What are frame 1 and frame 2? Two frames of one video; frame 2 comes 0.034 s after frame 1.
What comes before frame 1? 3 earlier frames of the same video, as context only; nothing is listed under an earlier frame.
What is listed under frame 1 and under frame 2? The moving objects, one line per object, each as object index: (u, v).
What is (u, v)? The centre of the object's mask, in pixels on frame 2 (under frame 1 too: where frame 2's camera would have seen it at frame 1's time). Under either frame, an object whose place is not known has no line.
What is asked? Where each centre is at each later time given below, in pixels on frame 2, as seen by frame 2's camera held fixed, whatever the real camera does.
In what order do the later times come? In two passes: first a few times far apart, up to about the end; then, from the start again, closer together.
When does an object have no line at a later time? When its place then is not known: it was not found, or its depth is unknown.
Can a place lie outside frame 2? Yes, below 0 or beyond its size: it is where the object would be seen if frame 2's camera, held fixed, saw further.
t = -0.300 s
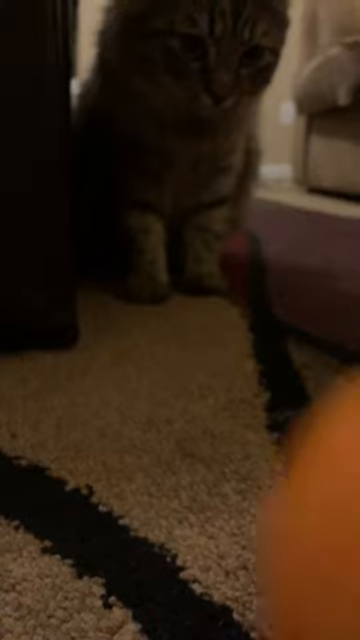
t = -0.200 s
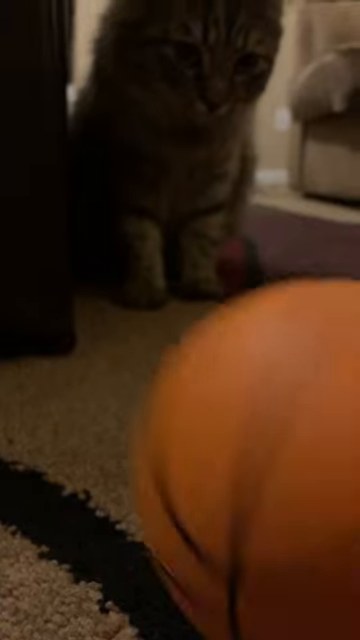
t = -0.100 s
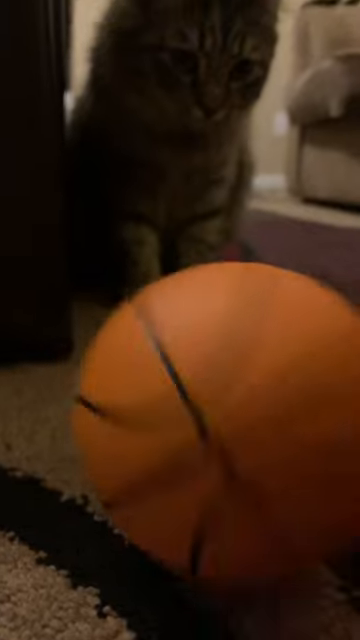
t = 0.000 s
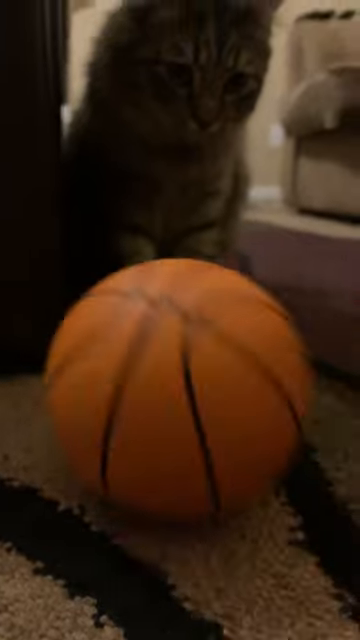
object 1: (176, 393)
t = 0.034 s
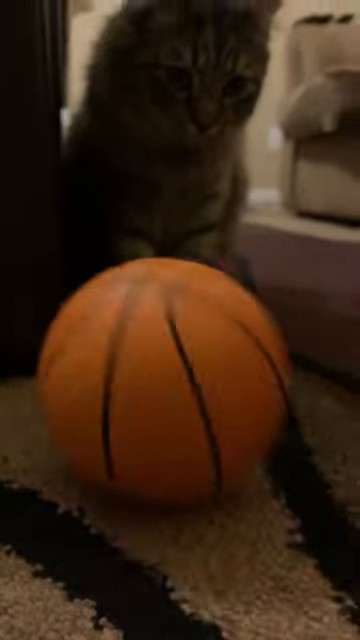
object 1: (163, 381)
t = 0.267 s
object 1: (97, 332)
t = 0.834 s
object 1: (112, 336)
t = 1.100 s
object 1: (110, 338)
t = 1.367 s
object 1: (109, 338)
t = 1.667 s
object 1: (110, 339)
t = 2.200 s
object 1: (111, 340)
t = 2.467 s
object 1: (111, 340)
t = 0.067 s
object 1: (151, 372)
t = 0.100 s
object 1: (139, 363)
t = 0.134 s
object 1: (128, 355)
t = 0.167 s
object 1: (117, 349)
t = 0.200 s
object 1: (109, 343)
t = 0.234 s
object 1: (102, 337)
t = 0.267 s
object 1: (97, 332)
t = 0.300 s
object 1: (92, 328)
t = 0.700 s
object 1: (115, 333)
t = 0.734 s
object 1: (114, 334)
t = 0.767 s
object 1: (113, 335)
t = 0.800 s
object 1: (112, 335)
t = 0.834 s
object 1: (112, 336)
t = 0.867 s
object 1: (111, 336)
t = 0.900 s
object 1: (110, 337)
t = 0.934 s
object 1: (109, 337)
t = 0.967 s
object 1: (109, 337)
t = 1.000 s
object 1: (109, 338)
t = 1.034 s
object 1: (109, 338)
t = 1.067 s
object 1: (109, 338)
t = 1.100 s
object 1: (110, 338)
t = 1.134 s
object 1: (110, 338)
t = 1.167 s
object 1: (110, 338)
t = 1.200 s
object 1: (110, 338)
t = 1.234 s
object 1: (110, 338)
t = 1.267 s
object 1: (110, 338)
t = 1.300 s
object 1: (110, 338)
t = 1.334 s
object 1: (109, 338)
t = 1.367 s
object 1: (109, 338)
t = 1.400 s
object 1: (110, 338)
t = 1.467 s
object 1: (110, 338)
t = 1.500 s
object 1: (109, 338)
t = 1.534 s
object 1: (110, 338)
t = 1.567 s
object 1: (110, 338)
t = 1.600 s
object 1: (110, 338)
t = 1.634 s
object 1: (110, 338)
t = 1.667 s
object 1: (110, 339)
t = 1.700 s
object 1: (110, 339)
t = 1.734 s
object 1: (110, 339)
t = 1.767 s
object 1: (110, 339)
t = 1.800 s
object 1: (110, 339)
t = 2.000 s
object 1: (111, 340)
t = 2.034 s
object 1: (111, 340)
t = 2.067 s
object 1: (111, 340)
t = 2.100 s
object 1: (111, 340)
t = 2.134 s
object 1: (111, 340)
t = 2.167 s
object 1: (111, 340)
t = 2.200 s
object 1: (111, 340)
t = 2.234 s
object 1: (111, 340)
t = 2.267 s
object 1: (111, 340)
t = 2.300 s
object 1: (111, 340)
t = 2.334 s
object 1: (111, 340)
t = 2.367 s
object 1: (111, 340)
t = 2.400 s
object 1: (111, 340)
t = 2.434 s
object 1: (111, 340)
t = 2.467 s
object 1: (111, 340)
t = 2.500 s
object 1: (111, 340)
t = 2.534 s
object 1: (111, 340)
